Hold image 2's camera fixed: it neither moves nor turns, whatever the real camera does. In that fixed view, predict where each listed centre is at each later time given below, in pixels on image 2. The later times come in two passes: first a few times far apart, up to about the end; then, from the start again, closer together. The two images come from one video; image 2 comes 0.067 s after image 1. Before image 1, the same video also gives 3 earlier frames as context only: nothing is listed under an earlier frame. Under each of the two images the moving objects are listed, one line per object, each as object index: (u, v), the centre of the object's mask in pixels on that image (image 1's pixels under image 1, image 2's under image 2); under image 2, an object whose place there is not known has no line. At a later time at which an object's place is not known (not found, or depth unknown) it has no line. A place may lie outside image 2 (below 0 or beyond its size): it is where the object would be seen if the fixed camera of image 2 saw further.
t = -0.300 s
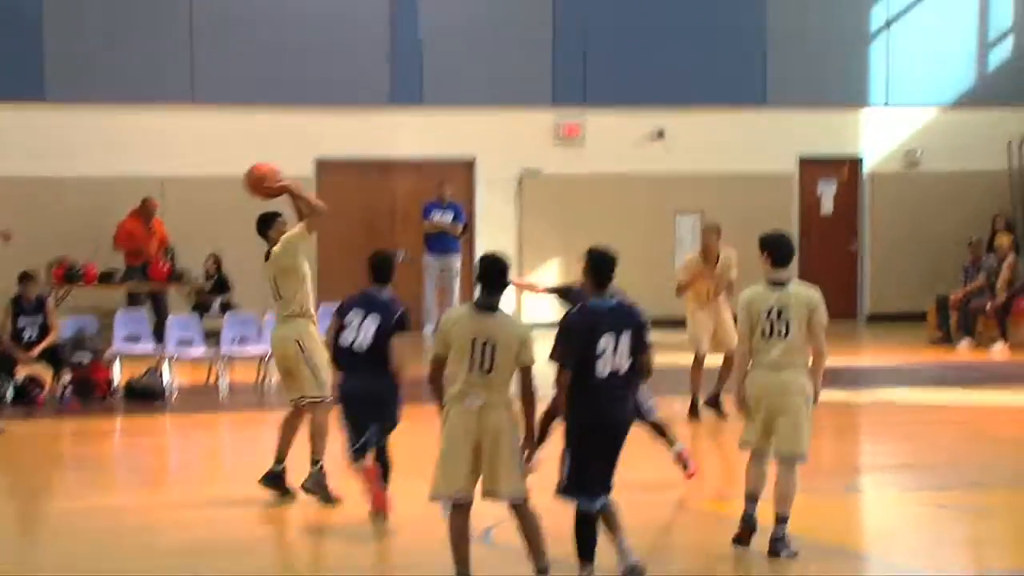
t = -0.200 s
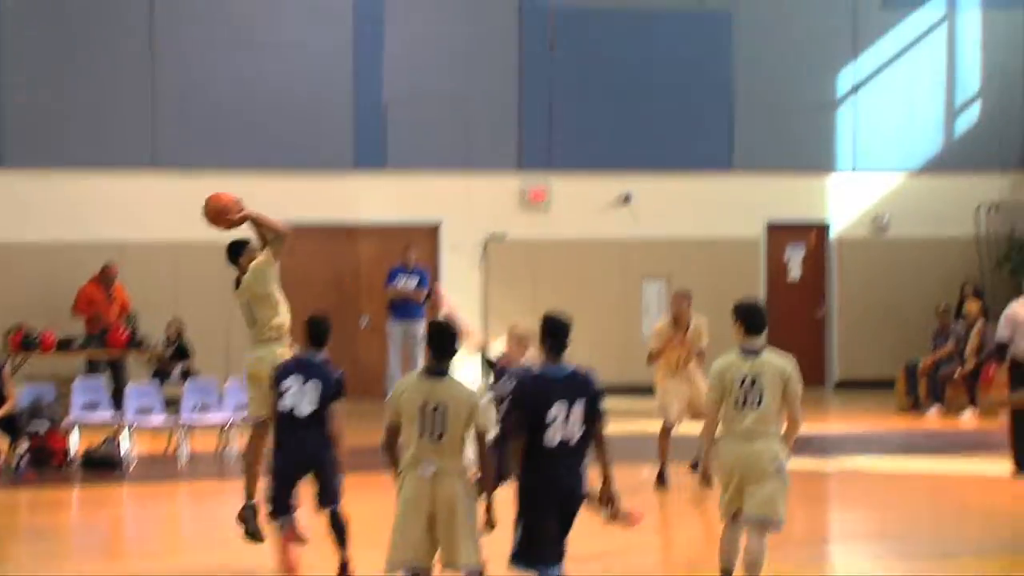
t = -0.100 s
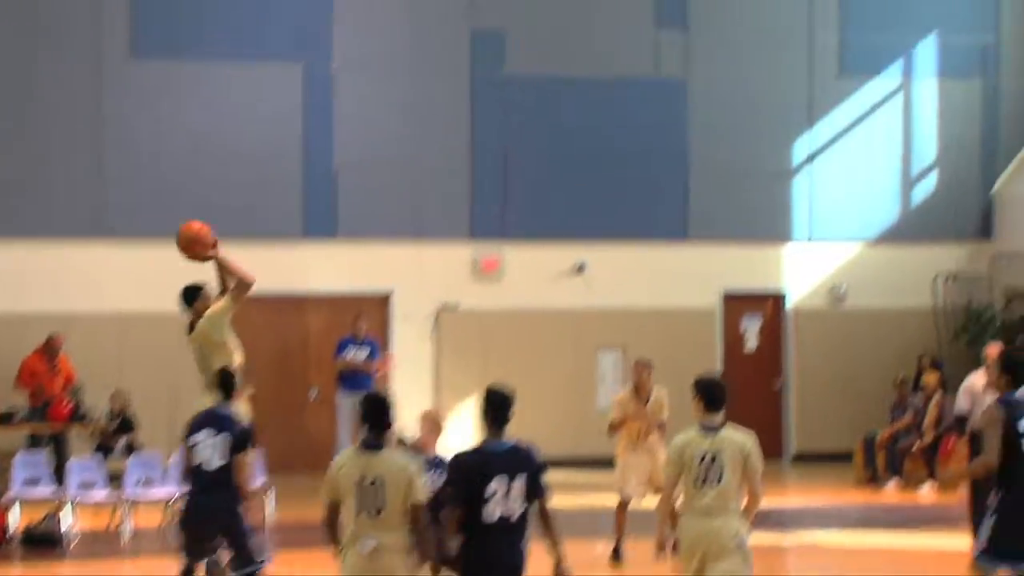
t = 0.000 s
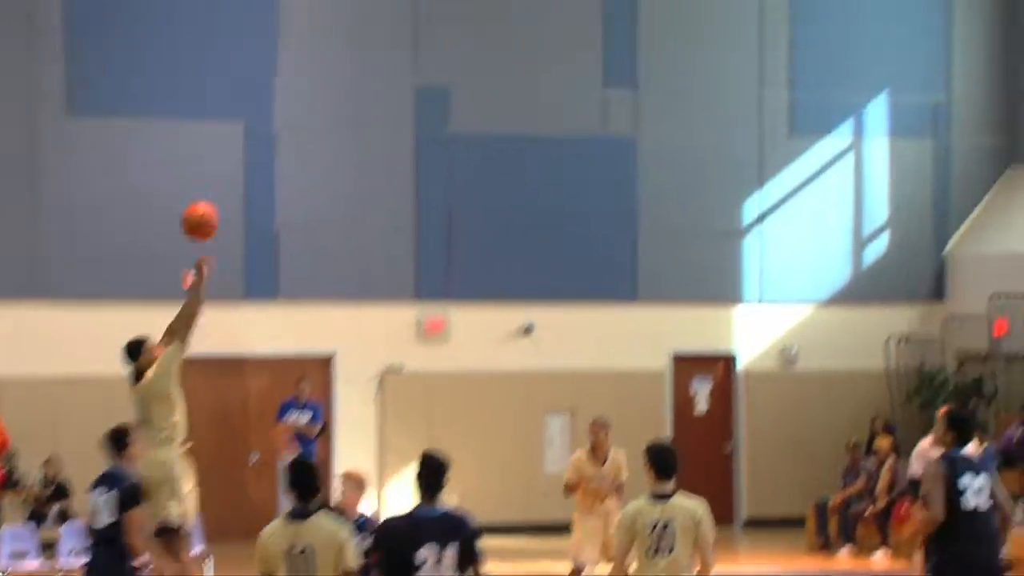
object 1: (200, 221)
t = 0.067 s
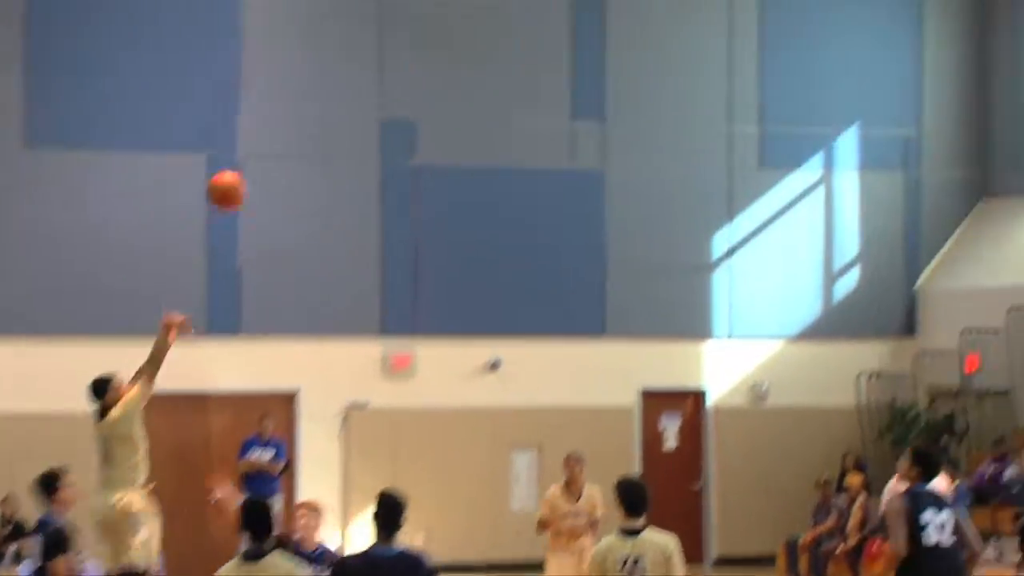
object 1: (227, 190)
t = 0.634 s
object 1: (744, -76)
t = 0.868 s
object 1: (955, -45)
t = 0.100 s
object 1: (259, 161)
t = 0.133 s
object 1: (290, 133)
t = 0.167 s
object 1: (322, 108)
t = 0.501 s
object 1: (625, -56)
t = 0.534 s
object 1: (655, -64)
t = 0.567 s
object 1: (685, -70)
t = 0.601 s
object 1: (714, -74)
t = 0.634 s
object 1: (744, -76)
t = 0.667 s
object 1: (774, -77)
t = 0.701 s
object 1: (804, -76)
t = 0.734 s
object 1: (834, -73)
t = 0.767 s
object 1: (864, -69)
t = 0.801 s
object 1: (895, -63)
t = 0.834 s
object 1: (925, -55)
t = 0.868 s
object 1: (955, -45)
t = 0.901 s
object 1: (985, -35)
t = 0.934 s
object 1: (1017, -21)
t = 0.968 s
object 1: (1045, -7)
